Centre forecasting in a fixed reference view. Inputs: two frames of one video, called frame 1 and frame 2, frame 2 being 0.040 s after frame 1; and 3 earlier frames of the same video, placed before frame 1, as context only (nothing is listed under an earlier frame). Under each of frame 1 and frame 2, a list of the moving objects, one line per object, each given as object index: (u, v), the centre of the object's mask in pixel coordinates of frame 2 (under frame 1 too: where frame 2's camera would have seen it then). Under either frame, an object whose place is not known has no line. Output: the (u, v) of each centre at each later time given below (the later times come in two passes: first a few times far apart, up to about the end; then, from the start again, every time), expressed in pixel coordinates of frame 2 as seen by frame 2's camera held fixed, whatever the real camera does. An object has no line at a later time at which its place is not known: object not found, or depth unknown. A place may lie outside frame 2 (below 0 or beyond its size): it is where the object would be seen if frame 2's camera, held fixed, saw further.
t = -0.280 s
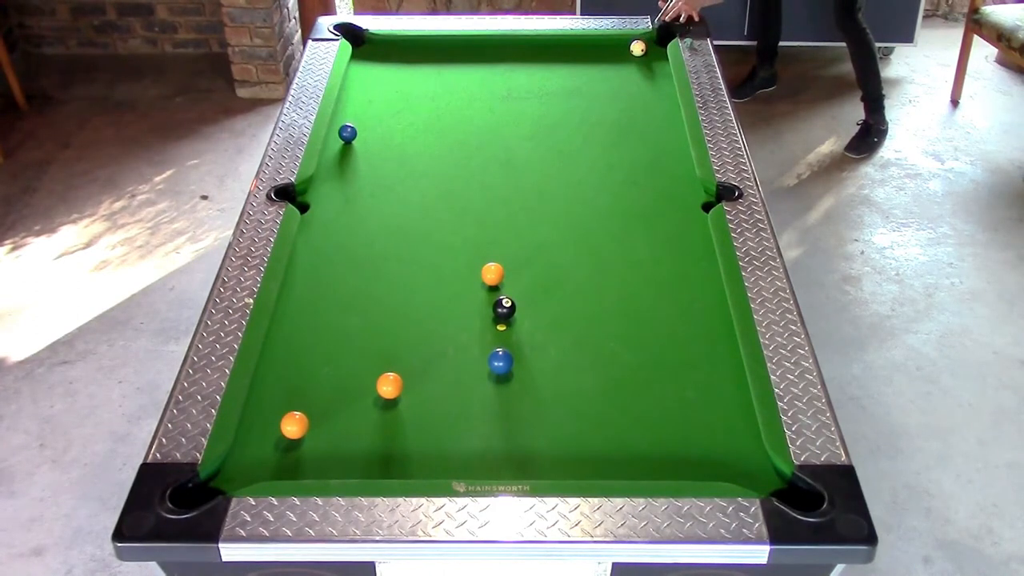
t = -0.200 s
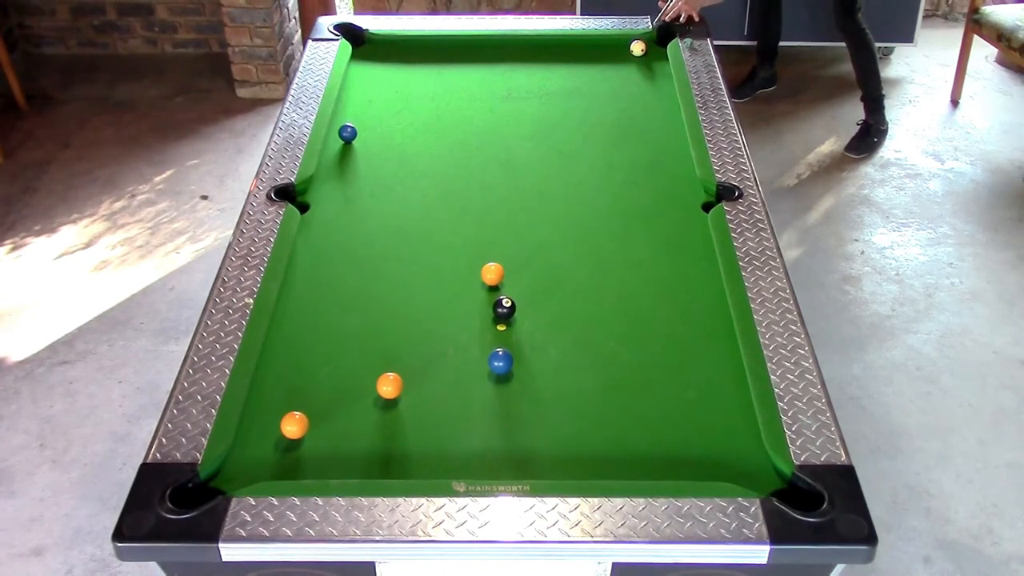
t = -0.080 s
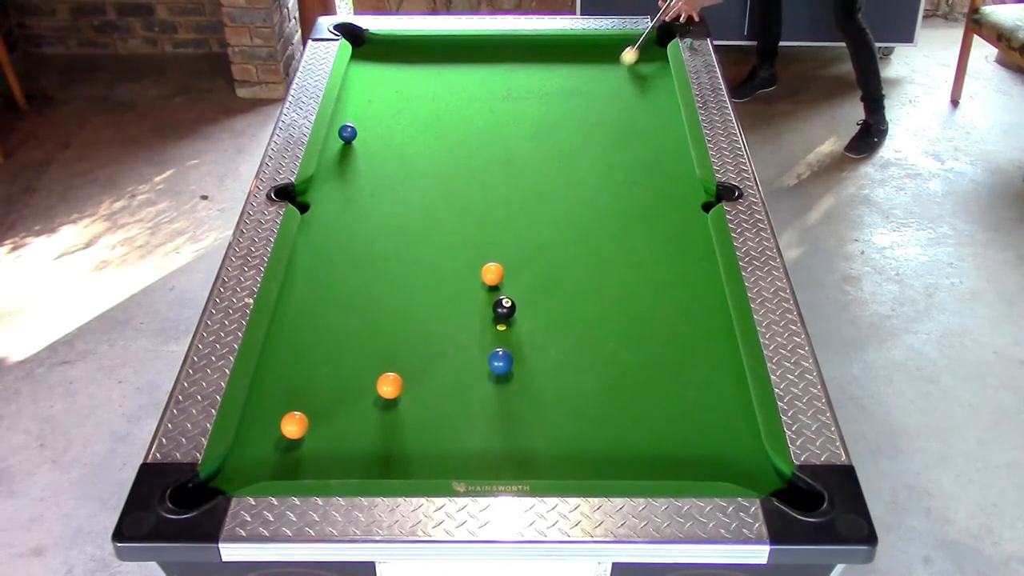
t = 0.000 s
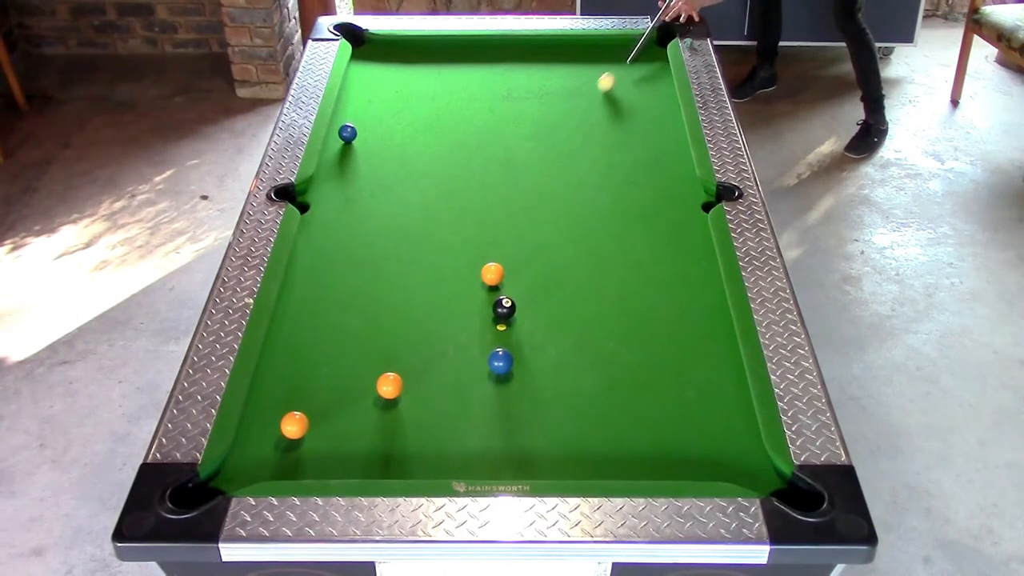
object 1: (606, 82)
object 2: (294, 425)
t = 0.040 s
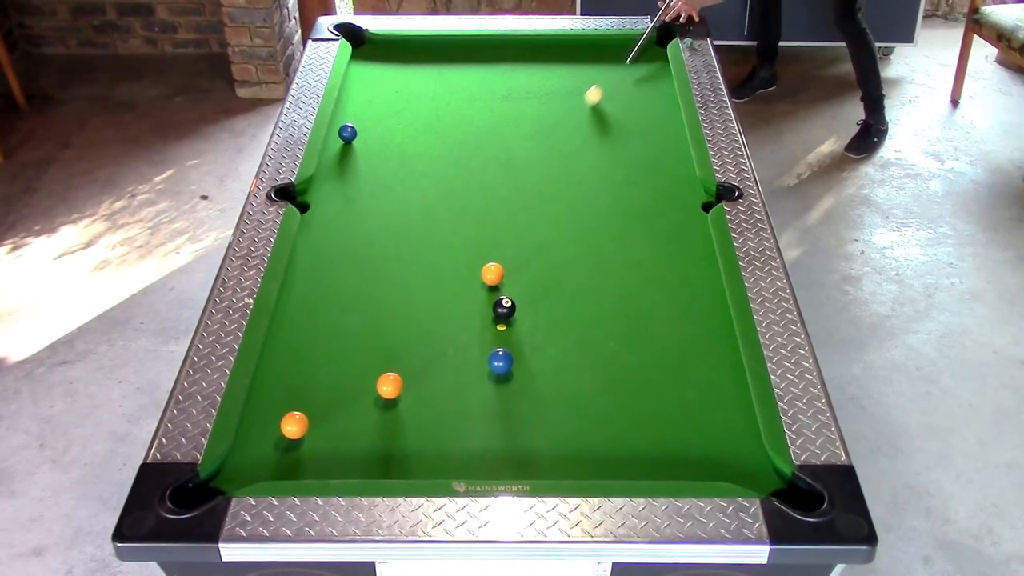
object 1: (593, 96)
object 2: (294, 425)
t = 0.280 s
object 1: (507, 190)
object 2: (294, 425)
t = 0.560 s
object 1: (367, 342)
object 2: (294, 425)
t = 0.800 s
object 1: (280, 410)
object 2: (238, 465)
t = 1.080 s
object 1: (269, 436)
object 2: (337, 471)
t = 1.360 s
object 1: (301, 455)
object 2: (421, 467)
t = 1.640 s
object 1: (331, 469)
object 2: (499, 464)
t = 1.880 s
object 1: (352, 467)
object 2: (562, 460)
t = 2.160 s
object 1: (372, 460)
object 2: (629, 454)
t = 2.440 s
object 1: (388, 454)
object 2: (692, 450)
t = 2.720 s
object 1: (399, 449)
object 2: (748, 445)
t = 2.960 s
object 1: (406, 445)
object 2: (721, 445)
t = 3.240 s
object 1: (410, 444)
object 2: (691, 444)
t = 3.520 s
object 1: (413, 444)
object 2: (666, 445)
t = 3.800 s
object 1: (413, 444)
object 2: (646, 445)
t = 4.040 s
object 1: (413, 444)
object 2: (632, 445)
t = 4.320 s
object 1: (413, 444)
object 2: (622, 444)
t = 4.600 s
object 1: (413, 444)
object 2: (617, 445)
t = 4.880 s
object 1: (413, 445)
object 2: (616, 445)
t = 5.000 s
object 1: (413, 445)
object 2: (616, 445)
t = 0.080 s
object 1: (580, 110)
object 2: (294, 425)
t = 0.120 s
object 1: (567, 124)
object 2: (294, 425)
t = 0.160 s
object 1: (553, 139)
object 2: (294, 425)
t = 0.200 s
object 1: (539, 155)
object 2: (294, 425)
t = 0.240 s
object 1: (523, 172)
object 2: (294, 425)
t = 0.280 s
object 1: (507, 190)
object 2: (294, 425)
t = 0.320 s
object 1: (490, 208)
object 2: (294, 425)
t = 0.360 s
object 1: (472, 228)
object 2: (294, 425)
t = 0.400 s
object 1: (453, 248)
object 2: (294, 425)
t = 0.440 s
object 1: (433, 270)
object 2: (294, 425)
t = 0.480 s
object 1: (412, 293)
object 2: (294, 425)
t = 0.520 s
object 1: (390, 317)
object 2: (294, 425)
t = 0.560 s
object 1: (367, 342)
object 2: (294, 425)
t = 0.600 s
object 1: (342, 369)
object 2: (294, 425)
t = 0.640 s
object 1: (316, 397)
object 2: (294, 425)
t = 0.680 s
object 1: (303, 407)
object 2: (281, 444)
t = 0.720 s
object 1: (296, 406)
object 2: (261, 469)
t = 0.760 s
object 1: (289, 407)
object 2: (240, 470)
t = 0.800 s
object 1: (280, 410)
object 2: (238, 465)
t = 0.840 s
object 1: (270, 414)
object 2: (255, 467)
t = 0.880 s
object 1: (260, 419)
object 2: (271, 467)
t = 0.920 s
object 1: (251, 424)
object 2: (285, 468)
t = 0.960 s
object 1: (255, 427)
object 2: (298, 468)
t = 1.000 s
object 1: (260, 430)
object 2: (311, 469)
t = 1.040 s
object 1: (265, 433)
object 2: (324, 470)
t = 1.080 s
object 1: (269, 436)
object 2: (337, 471)
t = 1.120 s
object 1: (274, 439)
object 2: (349, 470)
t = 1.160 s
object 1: (278, 442)
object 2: (362, 469)
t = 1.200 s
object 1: (283, 445)
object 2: (374, 469)
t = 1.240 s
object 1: (288, 447)
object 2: (386, 469)
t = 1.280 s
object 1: (292, 450)
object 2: (398, 468)
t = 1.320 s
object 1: (297, 453)
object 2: (409, 468)
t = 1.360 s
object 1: (301, 455)
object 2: (421, 467)
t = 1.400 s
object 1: (305, 458)
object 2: (433, 467)
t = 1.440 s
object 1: (310, 460)
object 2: (444, 466)
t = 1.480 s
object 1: (314, 462)
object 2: (455, 466)
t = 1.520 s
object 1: (318, 464)
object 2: (467, 465)
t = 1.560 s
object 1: (323, 466)
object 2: (478, 465)
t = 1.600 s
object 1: (327, 468)
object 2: (488, 464)
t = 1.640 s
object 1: (331, 469)
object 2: (499, 464)
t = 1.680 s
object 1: (335, 471)
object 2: (510, 464)
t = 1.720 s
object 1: (339, 471)
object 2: (521, 463)
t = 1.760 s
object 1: (343, 470)
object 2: (531, 463)
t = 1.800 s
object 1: (346, 469)
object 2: (541, 461)
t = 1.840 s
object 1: (349, 468)
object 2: (551, 461)
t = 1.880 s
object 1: (352, 467)
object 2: (562, 460)
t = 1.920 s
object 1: (355, 466)
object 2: (572, 460)
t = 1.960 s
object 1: (359, 466)
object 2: (582, 459)
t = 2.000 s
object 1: (362, 465)
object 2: (592, 459)
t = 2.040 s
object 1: (364, 463)
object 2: (601, 456)
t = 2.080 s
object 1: (367, 463)
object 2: (611, 456)
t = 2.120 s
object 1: (370, 460)
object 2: (620, 455)
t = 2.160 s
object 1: (372, 460)
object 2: (629, 454)
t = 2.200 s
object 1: (375, 459)
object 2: (639, 453)
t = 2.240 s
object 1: (377, 458)
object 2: (648, 452)
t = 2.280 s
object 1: (379, 457)
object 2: (657, 452)
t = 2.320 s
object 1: (382, 456)
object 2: (666, 451)
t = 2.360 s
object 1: (384, 455)
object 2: (675, 451)
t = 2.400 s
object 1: (386, 455)
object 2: (683, 450)
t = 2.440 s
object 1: (388, 454)
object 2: (692, 450)
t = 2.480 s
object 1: (390, 453)
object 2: (700, 449)
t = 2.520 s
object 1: (392, 452)
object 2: (708, 448)
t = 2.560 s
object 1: (394, 452)
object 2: (717, 448)
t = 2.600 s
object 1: (395, 451)
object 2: (725, 447)
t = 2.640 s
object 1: (397, 450)
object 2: (733, 446)
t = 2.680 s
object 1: (398, 450)
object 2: (741, 445)
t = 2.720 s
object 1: (399, 449)
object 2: (748, 445)
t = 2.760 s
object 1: (401, 448)
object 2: (746, 445)
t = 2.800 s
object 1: (402, 448)
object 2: (741, 445)
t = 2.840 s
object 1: (403, 447)
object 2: (736, 445)
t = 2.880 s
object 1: (404, 446)
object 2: (731, 445)
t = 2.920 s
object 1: (405, 446)
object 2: (726, 445)
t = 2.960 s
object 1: (406, 445)
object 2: (721, 445)
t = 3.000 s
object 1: (407, 445)
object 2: (717, 445)
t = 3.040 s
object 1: (408, 445)
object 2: (712, 445)
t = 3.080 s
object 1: (409, 445)
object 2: (708, 445)
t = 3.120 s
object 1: (409, 445)
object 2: (703, 445)
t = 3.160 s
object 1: (410, 444)
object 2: (699, 445)
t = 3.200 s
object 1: (410, 444)
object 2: (695, 445)
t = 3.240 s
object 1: (410, 444)
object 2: (691, 444)
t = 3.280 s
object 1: (411, 444)
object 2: (687, 444)
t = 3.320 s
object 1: (411, 444)
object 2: (683, 444)
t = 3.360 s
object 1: (411, 444)
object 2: (680, 445)
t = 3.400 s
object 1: (412, 444)
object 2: (676, 445)
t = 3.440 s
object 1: (412, 444)
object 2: (673, 444)
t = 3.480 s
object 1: (412, 444)
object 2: (669, 444)
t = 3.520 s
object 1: (413, 444)
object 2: (666, 445)
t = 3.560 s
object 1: (413, 444)
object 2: (663, 445)
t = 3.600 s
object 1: (413, 444)
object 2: (660, 445)
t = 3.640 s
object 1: (413, 444)
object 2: (657, 445)
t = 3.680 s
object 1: (413, 444)
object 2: (653, 445)
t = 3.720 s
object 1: (413, 444)
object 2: (651, 445)
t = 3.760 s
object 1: (413, 444)
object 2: (648, 445)
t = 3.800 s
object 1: (413, 444)
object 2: (646, 445)
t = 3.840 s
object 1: (413, 444)
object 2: (643, 445)
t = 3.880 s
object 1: (413, 444)
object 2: (641, 445)
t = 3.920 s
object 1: (413, 444)
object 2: (638, 445)
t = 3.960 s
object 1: (413, 444)
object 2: (636, 445)
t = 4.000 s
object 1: (413, 444)
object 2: (634, 445)
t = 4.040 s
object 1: (413, 444)
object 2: (632, 445)
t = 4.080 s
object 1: (413, 444)
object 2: (630, 445)
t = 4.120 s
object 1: (413, 444)
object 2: (629, 445)
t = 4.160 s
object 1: (413, 444)
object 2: (627, 445)
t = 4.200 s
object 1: (413, 444)
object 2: (626, 445)
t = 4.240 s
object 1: (413, 444)
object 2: (624, 445)
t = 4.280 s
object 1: (413, 444)
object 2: (623, 445)
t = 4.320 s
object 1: (413, 444)
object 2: (622, 444)
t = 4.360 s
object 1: (413, 444)
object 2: (621, 444)
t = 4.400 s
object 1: (413, 444)
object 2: (620, 444)
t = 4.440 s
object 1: (413, 444)
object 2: (619, 444)
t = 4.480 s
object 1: (413, 444)
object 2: (618, 444)
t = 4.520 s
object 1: (413, 444)
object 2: (618, 445)
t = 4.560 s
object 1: (413, 444)
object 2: (617, 445)
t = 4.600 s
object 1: (413, 444)
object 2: (617, 445)
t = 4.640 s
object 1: (413, 444)
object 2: (617, 445)
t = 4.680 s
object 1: (413, 444)
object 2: (616, 445)
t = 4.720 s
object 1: (413, 444)
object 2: (616, 445)
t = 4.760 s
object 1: (413, 444)
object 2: (616, 445)
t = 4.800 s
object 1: (413, 444)
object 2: (616, 445)
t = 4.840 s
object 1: (413, 445)
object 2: (616, 445)
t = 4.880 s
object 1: (413, 445)
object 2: (616, 445)
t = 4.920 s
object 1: (413, 445)
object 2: (616, 445)
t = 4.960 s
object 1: (413, 445)
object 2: (616, 445)
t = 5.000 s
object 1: (413, 445)
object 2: (616, 445)
